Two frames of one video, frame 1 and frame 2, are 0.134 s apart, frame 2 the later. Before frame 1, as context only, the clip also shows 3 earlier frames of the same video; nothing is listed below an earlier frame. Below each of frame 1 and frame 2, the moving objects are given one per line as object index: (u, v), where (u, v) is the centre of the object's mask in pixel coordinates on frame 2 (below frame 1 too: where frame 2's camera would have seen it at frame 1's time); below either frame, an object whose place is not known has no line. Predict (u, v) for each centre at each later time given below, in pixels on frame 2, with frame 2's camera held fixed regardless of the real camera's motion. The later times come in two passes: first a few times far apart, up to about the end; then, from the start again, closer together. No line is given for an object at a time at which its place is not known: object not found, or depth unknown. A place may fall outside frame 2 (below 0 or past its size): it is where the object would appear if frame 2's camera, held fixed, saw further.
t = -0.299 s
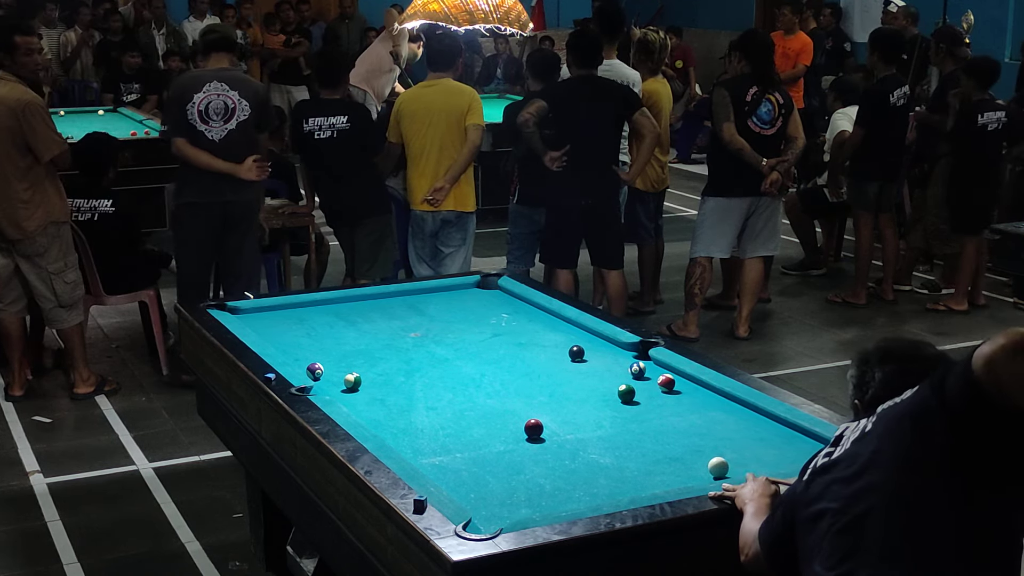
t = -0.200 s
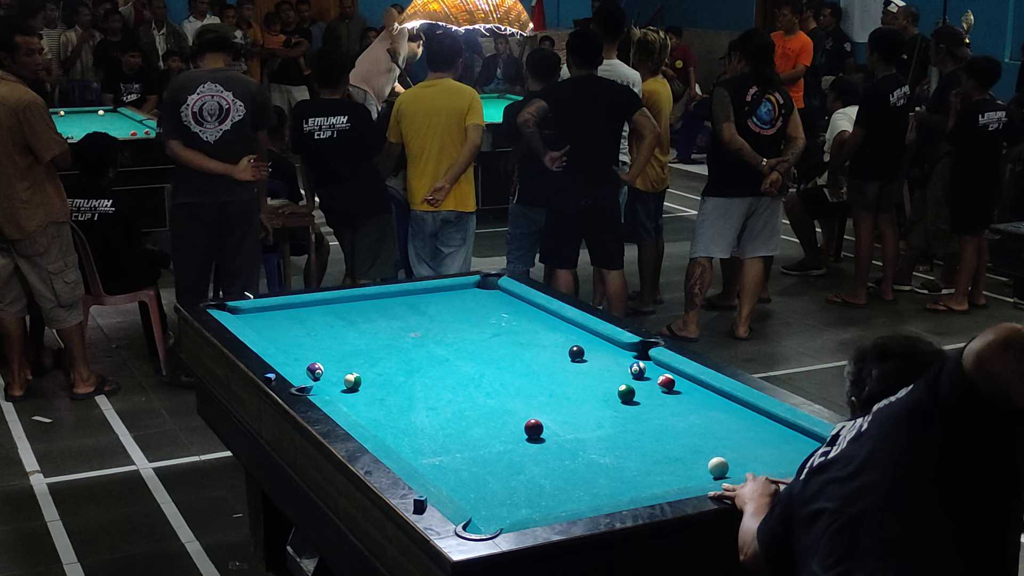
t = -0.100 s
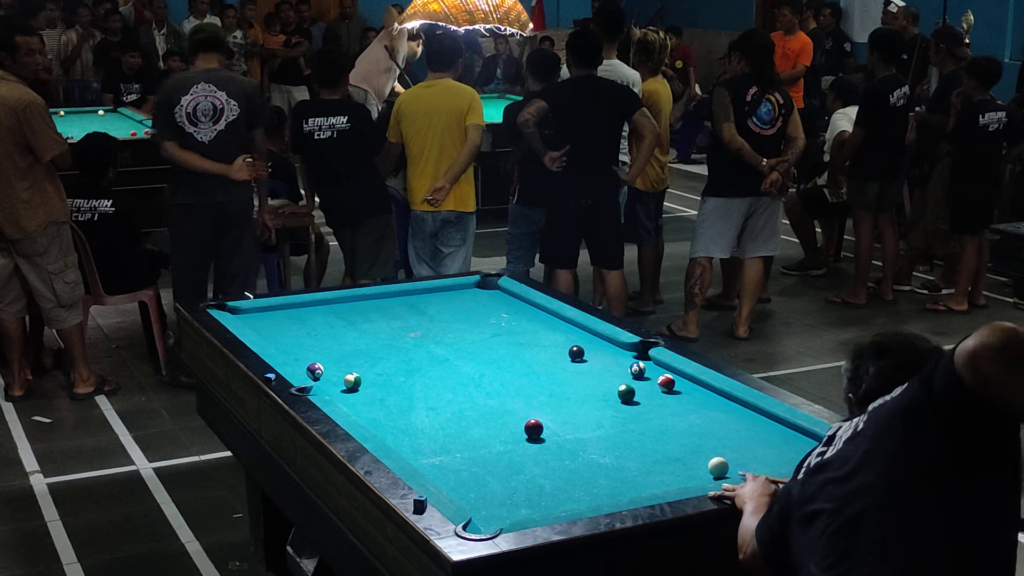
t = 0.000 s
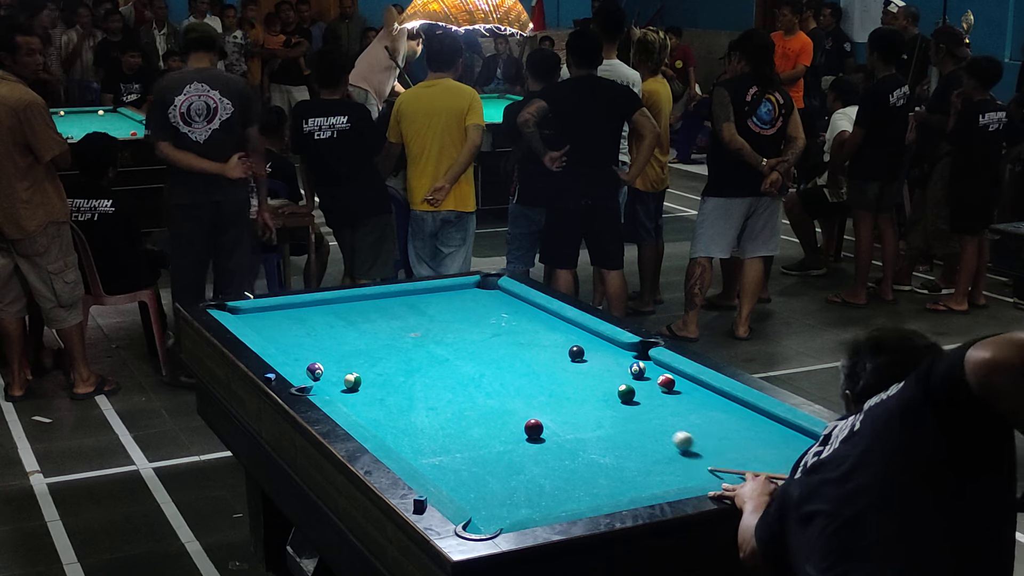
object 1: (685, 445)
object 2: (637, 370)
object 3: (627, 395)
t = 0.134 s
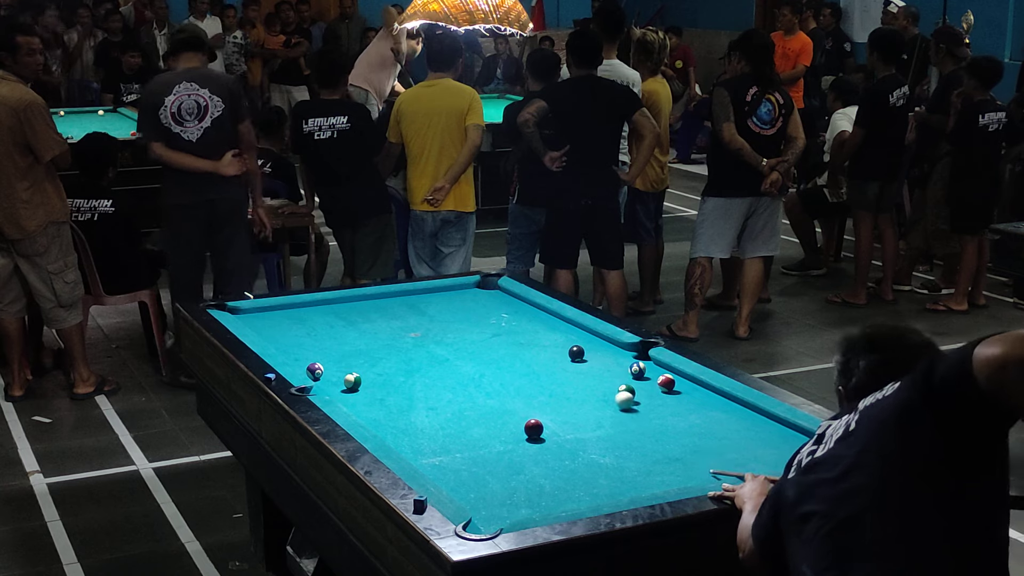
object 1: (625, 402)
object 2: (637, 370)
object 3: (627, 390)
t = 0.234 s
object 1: (585, 394)
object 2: (638, 368)
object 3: (633, 379)
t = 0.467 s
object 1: (508, 385)
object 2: (636, 356)
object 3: (637, 370)
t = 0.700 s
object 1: (436, 376)
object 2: (602, 352)
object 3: (639, 364)
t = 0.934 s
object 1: (369, 369)
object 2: (572, 343)
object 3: (641, 359)
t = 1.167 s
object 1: (305, 361)
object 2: (548, 341)
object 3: (639, 355)
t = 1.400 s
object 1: (307, 353)
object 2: (525, 337)
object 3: (633, 352)
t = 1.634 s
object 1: (325, 344)
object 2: (505, 333)
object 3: (628, 350)
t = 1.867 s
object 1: (342, 336)
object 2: (485, 329)
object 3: (625, 348)
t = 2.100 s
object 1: (357, 328)
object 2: (468, 326)
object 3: (624, 347)
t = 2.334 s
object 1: (370, 322)
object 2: (452, 323)
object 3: (624, 347)
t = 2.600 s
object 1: (383, 315)
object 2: (436, 320)
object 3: (624, 347)
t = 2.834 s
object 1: (394, 310)
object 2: (423, 318)
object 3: (624, 347)
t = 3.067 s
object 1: (403, 305)
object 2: (412, 316)
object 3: (624, 347)
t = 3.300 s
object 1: (411, 301)
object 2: (401, 315)
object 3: (624, 347)
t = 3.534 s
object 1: (419, 297)
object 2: (392, 313)
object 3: (624, 347)
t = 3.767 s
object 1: (426, 294)
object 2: (383, 312)
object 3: (624, 347)
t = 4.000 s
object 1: (432, 291)
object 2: (376, 311)
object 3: (624, 347)
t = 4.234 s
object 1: (437, 289)
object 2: (369, 310)
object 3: (624, 347)
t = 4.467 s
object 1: (443, 289)
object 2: (364, 310)
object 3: (624, 347)
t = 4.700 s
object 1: (447, 289)
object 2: (360, 310)
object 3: (624, 347)
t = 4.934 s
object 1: (450, 290)
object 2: (358, 310)
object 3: (624, 348)
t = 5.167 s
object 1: (451, 290)
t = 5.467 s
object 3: (624, 347)
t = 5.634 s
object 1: (451, 290)
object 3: (624, 347)
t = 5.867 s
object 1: (451, 290)
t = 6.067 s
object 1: (451, 290)
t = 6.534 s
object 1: (451, 290)
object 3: (624, 348)
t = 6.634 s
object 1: (451, 290)
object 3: (624, 347)
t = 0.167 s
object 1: (610, 397)
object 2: (637, 370)
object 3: (628, 389)
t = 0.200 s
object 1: (597, 396)
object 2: (638, 369)
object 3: (631, 384)
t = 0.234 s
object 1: (585, 394)
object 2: (638, 368)
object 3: (633, 379)
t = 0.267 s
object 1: (573, 393)
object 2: (639, 366)
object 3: (635, 375)
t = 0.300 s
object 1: (562, 391)
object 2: (640, 364)
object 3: (635, 375)
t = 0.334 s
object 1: (551, 390)
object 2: (641, 362)
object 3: (635, 374)
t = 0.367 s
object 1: (540, 389)
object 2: (642, 361)
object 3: (635, 373)
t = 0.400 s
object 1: (529, 387)
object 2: (643, 359)
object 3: (636, 372)
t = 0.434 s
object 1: (518, 386)
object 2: (642, 357)
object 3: (636, 371)
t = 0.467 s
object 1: (508, 385)
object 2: (636, 356)
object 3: (637, 370)
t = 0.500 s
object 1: (497, 384)
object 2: (631, 355)
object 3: (637, 369)
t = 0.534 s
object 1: (487, 382)
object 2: (626, 356)
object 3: (637, 368)
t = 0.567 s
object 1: (476, 381)
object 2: (622, 355)
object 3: (638, 368)
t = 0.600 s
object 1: (466, 380)
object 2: (617, 354)
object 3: (638, 367)
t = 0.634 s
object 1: (456, 379)
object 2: (611, 353)
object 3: (638, 366)
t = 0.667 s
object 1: (446, 378)
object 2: (607, 353)
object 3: (639, 365)
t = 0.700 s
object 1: (436, 376)
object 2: (602, 352)
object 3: (639, 364)
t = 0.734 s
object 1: (426, 376)
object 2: (597, 352)
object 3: (639, 363)
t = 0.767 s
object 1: (416, 374)
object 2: (592, 351)
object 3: (639, 363)
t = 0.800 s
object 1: (407, 373)
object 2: (589, 349)
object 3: (640, 362)
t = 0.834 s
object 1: (397, 372)
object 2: (586, 348)
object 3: (640, 361)
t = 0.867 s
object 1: (387, 371)
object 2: (582, 346)
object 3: (640, 360)
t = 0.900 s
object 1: (378, 370)
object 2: (578, 344)
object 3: (641, 360)
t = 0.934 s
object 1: (369, 369)
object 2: (572, 343)
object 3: (641, 359)
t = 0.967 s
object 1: (360, 367)
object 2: (567, 343)
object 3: (641, 359)
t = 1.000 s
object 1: (350, 366)
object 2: (564, 344)
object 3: (641, 358)
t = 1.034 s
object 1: (341, 366)
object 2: (561, 344)
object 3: (641, 357)
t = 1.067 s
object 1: (332, 365)
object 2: (558, 344)
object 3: (641, 356)
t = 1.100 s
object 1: (325, 362)
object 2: (555, 343)
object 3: (640, 356)
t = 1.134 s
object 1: (315, 360)
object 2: (551, 342)
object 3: (640, 355)
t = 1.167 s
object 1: (305, 361)
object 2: (548, 341)
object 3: (639, 355)
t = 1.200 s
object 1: (298, 360)
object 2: (545, 341)
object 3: (639, 355)
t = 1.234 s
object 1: (294, 358)
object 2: (541, 340)
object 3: (637, 354)
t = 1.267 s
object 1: (296, 358)
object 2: (538, 340)
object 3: (636, 354)
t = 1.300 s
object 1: (299, 357)
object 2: (535, 339)
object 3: (636, 354)
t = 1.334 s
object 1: (302, 355)
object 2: (531, 338)
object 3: (635, 353)
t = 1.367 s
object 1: (304, 354)
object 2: (528, 337)
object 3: (634, 353)
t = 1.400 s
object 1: (307, 353)
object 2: (525, 337)
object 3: (633, 352)
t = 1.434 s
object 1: (310, 351)
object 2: (522, 336)
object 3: (632, 352)
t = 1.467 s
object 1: (313, 350)
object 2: (519, 336)
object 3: (631, 352)
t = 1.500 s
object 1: (315, 349)
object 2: (516, 335)
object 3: (631, 352)
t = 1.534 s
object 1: (318, 348)
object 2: (513, 334)
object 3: (630, 351)
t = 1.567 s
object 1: (320, 346)
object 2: (510, 334)
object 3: (630, 351)
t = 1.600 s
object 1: (323, 345)
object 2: (507, 333)
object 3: (629, 351)
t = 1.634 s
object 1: (325, 344)
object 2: (505, 333)
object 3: (628, 350)
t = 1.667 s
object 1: (328, 343)
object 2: (502, 332)
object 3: (628, 350)
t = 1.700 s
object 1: (330, 342)
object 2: (499, 332)
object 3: (627, 350)
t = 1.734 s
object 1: (333, 340)
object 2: (496, 331)
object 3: (627, 350)
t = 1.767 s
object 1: (335, 339)
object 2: (494, 331)
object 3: (627, 350)
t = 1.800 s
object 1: (337, 338)
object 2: (491, 330)
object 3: (626, 349)
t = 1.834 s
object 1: (340, 337)
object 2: (488, 329)
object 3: (625, 349)
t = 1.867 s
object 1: (342, 336)
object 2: (485, 329)
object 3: (625, 348)
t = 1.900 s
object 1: (344, 335)
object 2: (483, 328)
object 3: (624, 348)
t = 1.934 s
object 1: (346, 333)
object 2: (481, 328)
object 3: (624, 348)
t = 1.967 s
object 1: (348, 332)
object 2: (478, 328)
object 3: (624, 348)
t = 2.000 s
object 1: (350, 331)
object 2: (476, 327)
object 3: (624, 348)
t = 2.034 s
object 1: (353, 330)
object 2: (473, 327)
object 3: (624, 347)
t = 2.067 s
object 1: (355, 329)
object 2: (471, 326)
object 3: (624, 347)
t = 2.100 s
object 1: (357, 328)
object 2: (468, 326)
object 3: (624, 347)
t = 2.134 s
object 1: (359, 327)
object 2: (466, 325)
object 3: (624, 347)
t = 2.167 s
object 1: (361, 326)
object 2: (464, 325)
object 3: (624, 347)
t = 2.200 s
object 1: (362, 325)
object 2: (461, 324)
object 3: (624, 347)
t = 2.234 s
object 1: (364, 324)
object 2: (459, 324)
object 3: (624, 347)
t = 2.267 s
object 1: (366, 324)
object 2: (457, 324)
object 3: (624, 347)
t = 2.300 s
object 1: (368, 322)
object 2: (454, 323)
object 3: (624, 347)
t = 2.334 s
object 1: (370, 322)
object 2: (452, 323)
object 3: (624, 347)
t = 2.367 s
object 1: (371, 321)
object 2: (450, 322)
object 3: (624, 347)
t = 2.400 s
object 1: (373, 320)
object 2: (448, 322)
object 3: (624, 347)
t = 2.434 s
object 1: (375, 319)
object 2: (446, 322)
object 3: (624, 347)
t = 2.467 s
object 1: (377, 318)
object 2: (444, 321)
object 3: (624, 347)
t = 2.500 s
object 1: (378, 317)
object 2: (442, 321)
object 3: (624, 347)
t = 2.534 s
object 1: (380, 316)
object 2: (440, 321)
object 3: (624, 347)
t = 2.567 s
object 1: (382, 316)
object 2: (438, 320)
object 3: (624, 347)
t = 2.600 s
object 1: (383, 315)
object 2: (436, 320)
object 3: (624, 347)
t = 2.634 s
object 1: (385, 314)
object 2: (434, 320)
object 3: (624, 347)
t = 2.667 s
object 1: (386, 314)
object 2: (432, 320)
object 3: (624, 347)
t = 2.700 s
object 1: (387, 313)
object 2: (430, 319)
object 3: (624, 347)
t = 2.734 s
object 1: (389, 312)
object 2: (428, 319)
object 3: (624, 347)
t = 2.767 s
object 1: (391, 311)
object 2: (427, 319)
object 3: (624, 347)
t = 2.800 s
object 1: (392, 310)
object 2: (425, 318)
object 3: (624, 347)
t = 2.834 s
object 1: (394, 310)
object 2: (423, 318)
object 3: (624, 347)
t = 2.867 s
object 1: (395, 309)
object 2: (421, 318)
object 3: (624, 347)
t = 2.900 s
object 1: (396, 308)
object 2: (420, 317)
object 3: (624, 347)
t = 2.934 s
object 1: (398, 308)
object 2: (418, 317)
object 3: (624, 347)
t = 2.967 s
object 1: (399, 307)
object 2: (416, 317)
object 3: (624, 347)
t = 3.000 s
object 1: (400, 306)
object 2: (415, 316)
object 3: (624, 347)
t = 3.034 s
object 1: (402, 306)
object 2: (413, 316)
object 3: (624, 347)
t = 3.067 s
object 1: (403, 305)
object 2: (412, 316)
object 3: (624, 347)
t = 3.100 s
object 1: (404, 304)
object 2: (410, 316)
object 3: (624, 347)
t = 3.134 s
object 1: (405, 303)
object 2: (408, 315)
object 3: (624, 347)
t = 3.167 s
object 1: (406, 302)
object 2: (407, 315)
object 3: (624, 347)
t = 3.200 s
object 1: (408, 302)
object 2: (406, 315)
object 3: (624, 347)
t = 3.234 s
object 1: (409, 302)
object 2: (404, 315)
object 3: (624, 347)
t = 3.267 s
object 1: (410, 301)
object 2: (403, 315)
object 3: (624, 347)
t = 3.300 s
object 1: (411, 301)
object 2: (401, 315)
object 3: (624, 347)
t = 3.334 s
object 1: (412, 300)
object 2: (400, 314)
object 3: (624, 347)
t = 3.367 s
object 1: (413, 300)
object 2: (399, 314)
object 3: (624, 347)
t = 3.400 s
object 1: (415, 299)
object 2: (397, 314)
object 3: (624, 347)
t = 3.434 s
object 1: (416, 299)
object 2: (396, 314)
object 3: (624, 347)
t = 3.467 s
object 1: (417, 298)
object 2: (394, 313)
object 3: (624, 347)
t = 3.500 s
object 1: (418, 298)
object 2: (393, 313)
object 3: (624, 347)
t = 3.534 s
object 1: (419, 297)
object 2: (392, 313)
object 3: (624, 347)
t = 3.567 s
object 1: (420, 297)
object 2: (391, 313)
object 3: (624, 347)
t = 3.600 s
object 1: (421, 296)
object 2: (389, 313)
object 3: (624, 347)
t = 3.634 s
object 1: (422, 296)
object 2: (388, 312)
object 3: (624, 347)
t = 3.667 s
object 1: (423, 295)
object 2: (387, 312)
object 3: (624, 347)
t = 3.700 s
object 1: (424, 295)
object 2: (385, 312)
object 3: (624, 347)
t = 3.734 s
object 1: (425, 294)
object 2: (384, 312)
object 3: (624, 347)
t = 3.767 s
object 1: (426, 294)
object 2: (383, 312)
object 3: (624, 347)
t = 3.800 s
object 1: (427, 293)
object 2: (382, 312)
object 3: (624, 347)
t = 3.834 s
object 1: (428, 293)
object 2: (381, 312)
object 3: (624, 348)
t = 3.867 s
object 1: (429, 293)
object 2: (380, 311)
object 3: (624, 348)
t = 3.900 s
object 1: (429, 292)
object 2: (379, 311)
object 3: (624, 348)
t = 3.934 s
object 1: (430, 292)
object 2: (378, 311)
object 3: (624, 347)
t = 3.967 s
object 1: (431, 291)
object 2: (377, 311)
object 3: (624, 347)
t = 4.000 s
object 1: (432, 291)
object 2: (376, 311)
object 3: (624, 347)
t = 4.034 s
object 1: (433, 291)
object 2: (375, 311)
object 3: (624, 347)
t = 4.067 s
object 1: (433, 290)
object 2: (374, 311)
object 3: (624, 347)
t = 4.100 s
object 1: (434, 290)
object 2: (373, 311)
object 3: (624, 347)
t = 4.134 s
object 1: (434, 290)
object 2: (372, 311)
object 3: (624, 347)
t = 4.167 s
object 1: (435, 289)
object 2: (371, 310)
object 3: (624, 347)
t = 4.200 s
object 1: (436, 289)
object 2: (370, 310)
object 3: (624, 347)
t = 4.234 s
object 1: (437, 289)
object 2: (369, 310)
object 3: (624, 347)
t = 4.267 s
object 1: (438, 289)
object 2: (369, 310)
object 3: (624, 347)
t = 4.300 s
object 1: (439, 289)
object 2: (368, 310)
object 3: (624, 347)
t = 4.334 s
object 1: (439, 289)
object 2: (367, 310)
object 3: (624, 347)
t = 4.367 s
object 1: (440, 289)
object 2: (366, 310)
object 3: (624, 347)
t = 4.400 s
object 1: (441, 289)
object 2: (366, 310)
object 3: (624, 347)
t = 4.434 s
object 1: (442, 289)
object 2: (365, 310)
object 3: (624, 347)
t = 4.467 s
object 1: (443, 289)
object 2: (364, 310)
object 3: (624, 347)
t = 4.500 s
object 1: (443, 289)
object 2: (364, 310)
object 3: (624, 347)
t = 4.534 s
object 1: (444, 289)
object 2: (363, 310)
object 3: (624, 347)
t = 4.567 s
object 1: (445, 289)
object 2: (363, 310)
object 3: (624, 347)
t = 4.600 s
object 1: (445, 289)
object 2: (362, 310)
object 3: (624, 347)
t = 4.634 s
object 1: (446, 289)
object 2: (361, 310)
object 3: (624, 347)
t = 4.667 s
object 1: (446, 289)
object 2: (361, 310)
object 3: (624, 347)
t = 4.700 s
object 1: (447, 289)
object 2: (360, 310)
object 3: (624, 347)
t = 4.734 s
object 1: (448, 289)
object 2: (360, 310)
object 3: (624, 347)
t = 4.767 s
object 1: (448, 289)
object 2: (360, 310)
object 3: (624, 347)
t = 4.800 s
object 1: (448, 289)
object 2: (359, 310)
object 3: (624, 347)
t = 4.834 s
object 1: (449, 290)
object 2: (359, 310)
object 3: (625, 348)
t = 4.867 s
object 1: (449, 289)
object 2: (359, 310)
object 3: (624, 347)
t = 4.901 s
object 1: (449, 290)
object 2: (358, 310)
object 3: (624, 347)
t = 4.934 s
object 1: (450, 290)
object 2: (358, 310)
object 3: (624, 348)
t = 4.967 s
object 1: (450, 290)
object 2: (358, 310)
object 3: (620, 351)
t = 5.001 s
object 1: (450, 290)
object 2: (357, 309)
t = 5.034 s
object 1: (451, 290)
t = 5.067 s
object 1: (451, 290)
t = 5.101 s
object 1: (451, 290)
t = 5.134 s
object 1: (451, 290)
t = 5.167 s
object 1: (451, 290)
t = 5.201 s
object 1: (451, 290)
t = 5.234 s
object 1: (451, 290)
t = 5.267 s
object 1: (451, 290)
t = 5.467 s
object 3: (624, 347)
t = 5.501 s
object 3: (624, 347)
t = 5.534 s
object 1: (453, 287)
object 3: (624, 347)
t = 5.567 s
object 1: (451, 289)
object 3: (624, 347)
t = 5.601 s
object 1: (451, 290)
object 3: (624, 347)
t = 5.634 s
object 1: (451, 290)
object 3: (624, 347)
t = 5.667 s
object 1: (451, 290)
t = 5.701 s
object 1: (451, 290)
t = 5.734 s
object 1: (451, 290)
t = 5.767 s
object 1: (451, 290)
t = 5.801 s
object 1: (451, 290)
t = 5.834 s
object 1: (451, 290)
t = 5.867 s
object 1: (451, 290)
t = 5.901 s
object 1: (451, 290)
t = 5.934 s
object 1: (451, 290)
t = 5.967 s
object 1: (451, 290)
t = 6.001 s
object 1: (451, 290)
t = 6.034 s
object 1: (451, 290)
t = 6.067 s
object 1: (451, 290)
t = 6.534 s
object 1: (451, 290)
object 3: (624, 348)
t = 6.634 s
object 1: (451, 290)
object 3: (624, 347)
